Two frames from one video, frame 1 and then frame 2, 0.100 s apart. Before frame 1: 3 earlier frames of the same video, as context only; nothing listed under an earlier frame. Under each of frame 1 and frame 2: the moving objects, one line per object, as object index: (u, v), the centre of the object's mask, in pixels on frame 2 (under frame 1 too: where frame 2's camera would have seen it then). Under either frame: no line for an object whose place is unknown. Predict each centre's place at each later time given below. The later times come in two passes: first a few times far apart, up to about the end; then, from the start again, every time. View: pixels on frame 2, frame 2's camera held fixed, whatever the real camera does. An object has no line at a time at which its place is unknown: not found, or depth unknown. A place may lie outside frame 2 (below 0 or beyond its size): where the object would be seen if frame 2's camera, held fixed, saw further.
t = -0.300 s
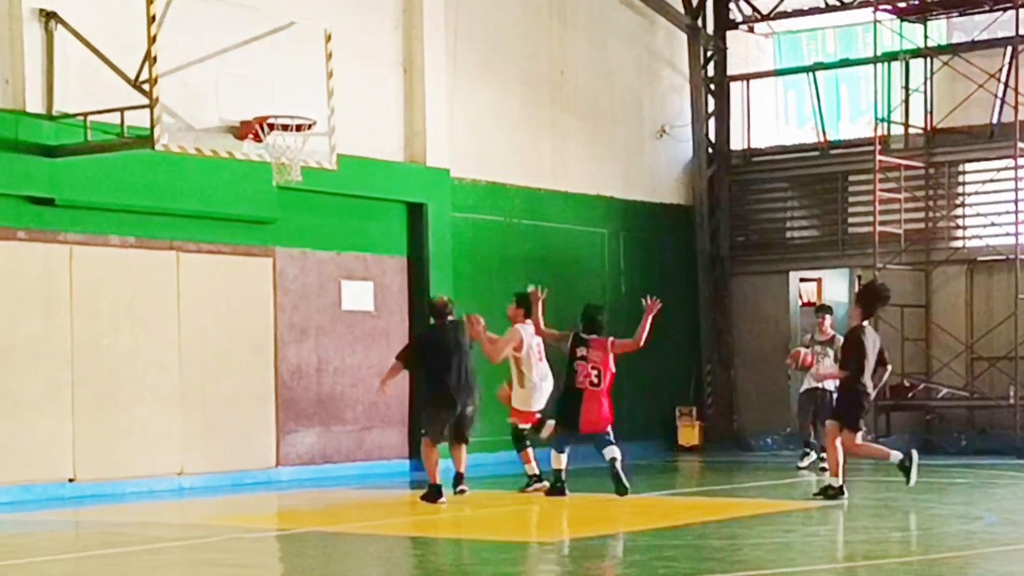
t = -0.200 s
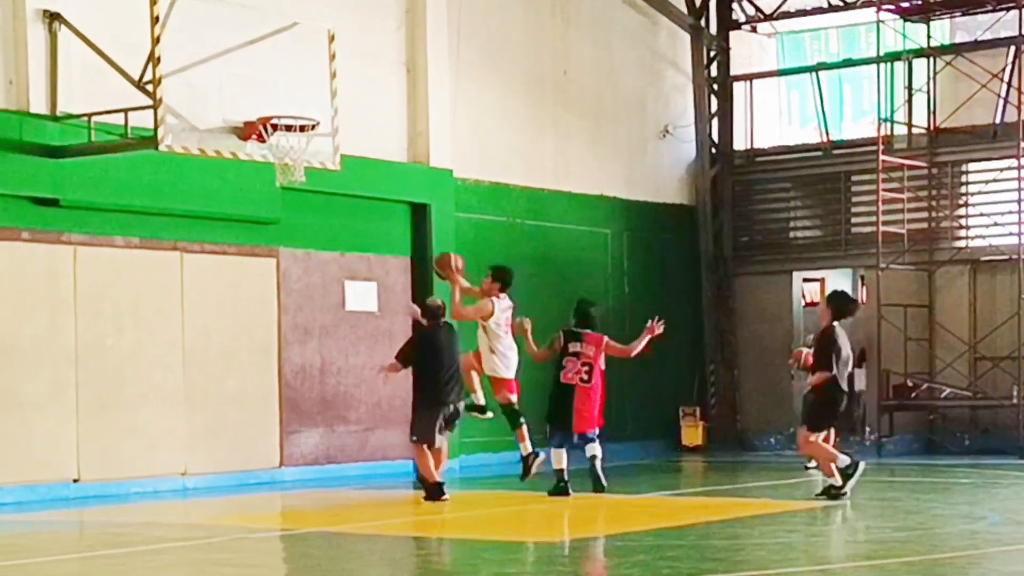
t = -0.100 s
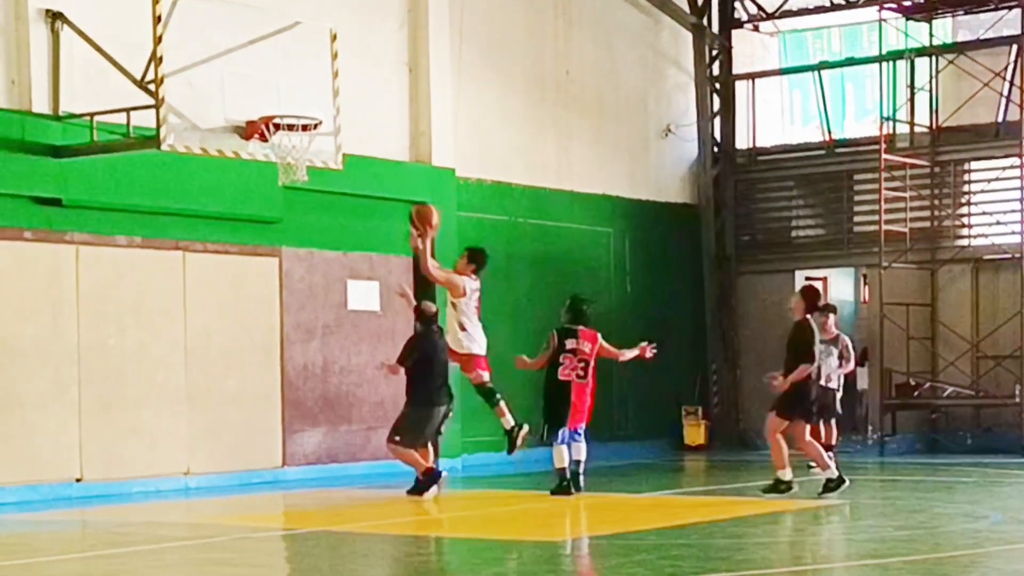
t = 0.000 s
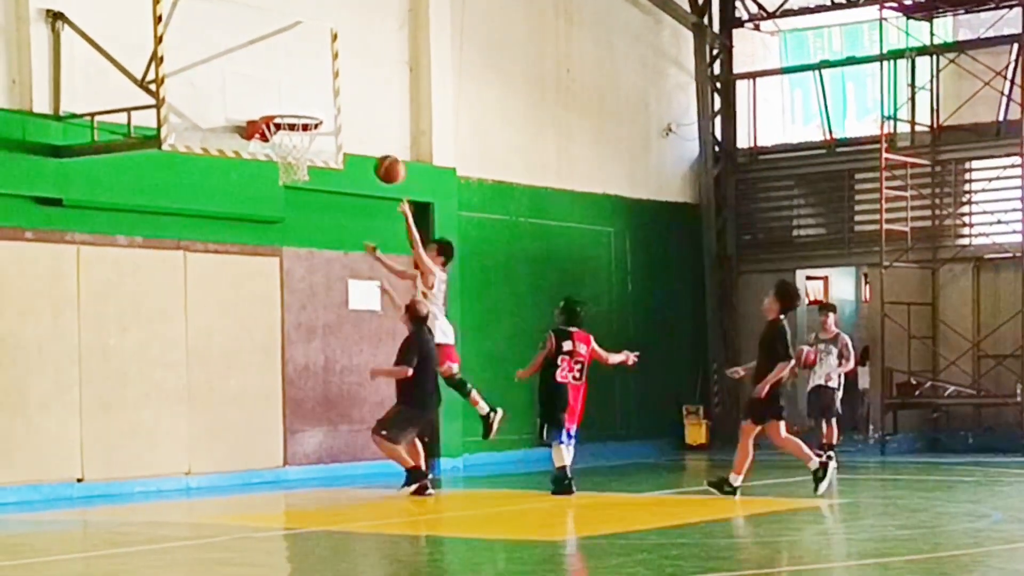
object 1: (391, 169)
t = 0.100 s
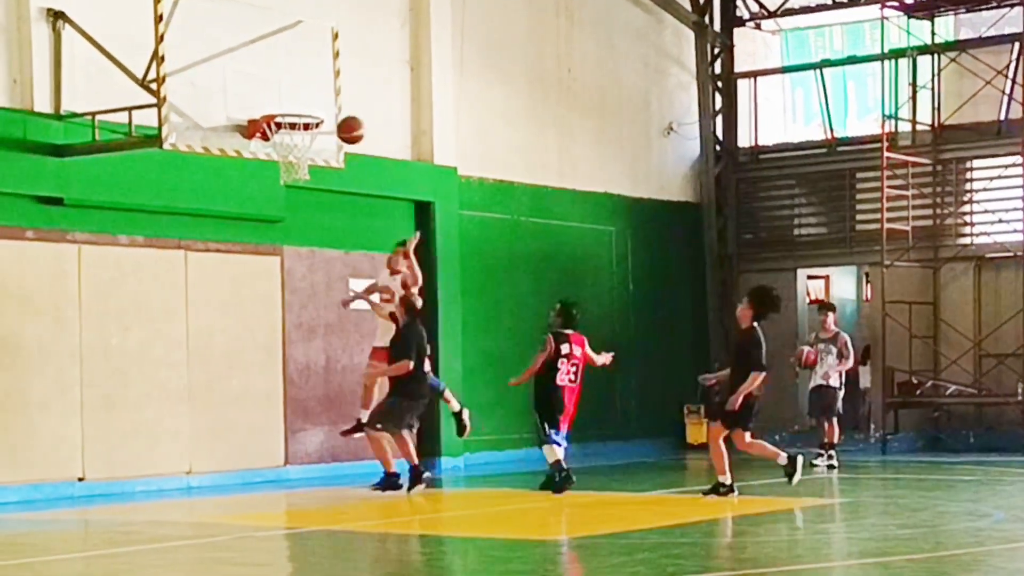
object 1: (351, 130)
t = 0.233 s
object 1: (301, 99)
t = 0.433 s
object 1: (309, 105)
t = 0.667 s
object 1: (298, 112)
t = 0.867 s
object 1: (273, 137)
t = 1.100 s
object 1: (284, 172)
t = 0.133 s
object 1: (338, 120)
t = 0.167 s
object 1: (327, 110)
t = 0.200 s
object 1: (313, 104)
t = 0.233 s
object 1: (301, 99)
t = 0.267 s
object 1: (303, 98)
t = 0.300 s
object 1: (304, 97)
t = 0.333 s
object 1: (305, 99)
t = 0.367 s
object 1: (307, 102)
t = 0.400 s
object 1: (309, 106)
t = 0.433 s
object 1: (309, 105)
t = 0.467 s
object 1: (308, 103)
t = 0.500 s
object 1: (307, 103)
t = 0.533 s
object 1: (306, 103)
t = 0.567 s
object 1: (306, 105)
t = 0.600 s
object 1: (305, 108)
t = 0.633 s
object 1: (303, 110)
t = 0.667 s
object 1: (298, 112)
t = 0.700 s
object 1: (293, 111)
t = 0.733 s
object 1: (290, 113)
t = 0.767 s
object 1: (284, 118)
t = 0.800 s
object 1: (279, 128)
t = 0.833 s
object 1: (276, 133)
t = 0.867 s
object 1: (273, 137)
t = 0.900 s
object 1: (272, 142)
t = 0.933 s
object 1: (272, 144)
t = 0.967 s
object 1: (272, 146)
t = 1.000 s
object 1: (276, 155)
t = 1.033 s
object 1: (279, 160)
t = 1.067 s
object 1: (281, 165)
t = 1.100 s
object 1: (284, 172)
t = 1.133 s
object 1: (286, 181)
